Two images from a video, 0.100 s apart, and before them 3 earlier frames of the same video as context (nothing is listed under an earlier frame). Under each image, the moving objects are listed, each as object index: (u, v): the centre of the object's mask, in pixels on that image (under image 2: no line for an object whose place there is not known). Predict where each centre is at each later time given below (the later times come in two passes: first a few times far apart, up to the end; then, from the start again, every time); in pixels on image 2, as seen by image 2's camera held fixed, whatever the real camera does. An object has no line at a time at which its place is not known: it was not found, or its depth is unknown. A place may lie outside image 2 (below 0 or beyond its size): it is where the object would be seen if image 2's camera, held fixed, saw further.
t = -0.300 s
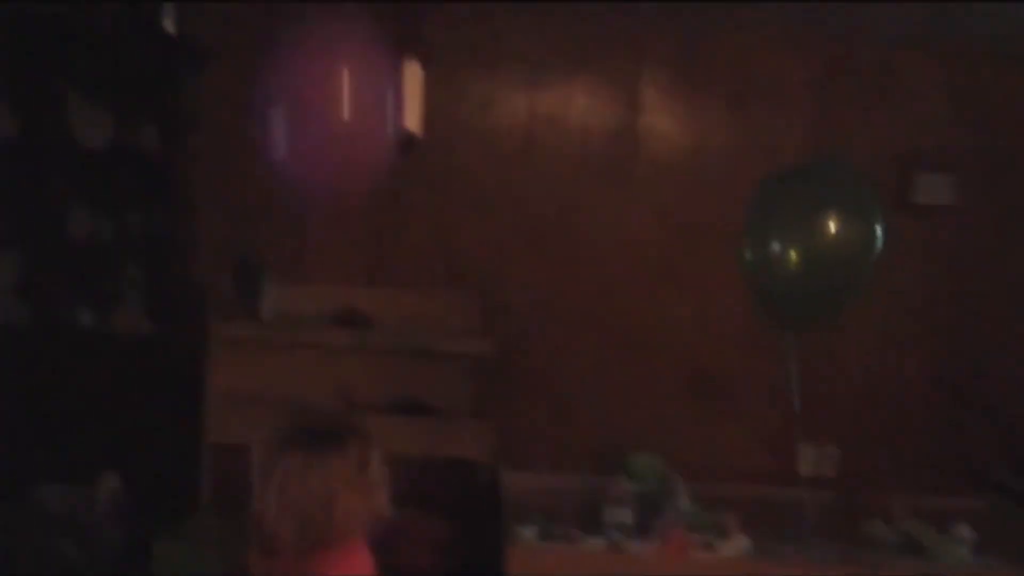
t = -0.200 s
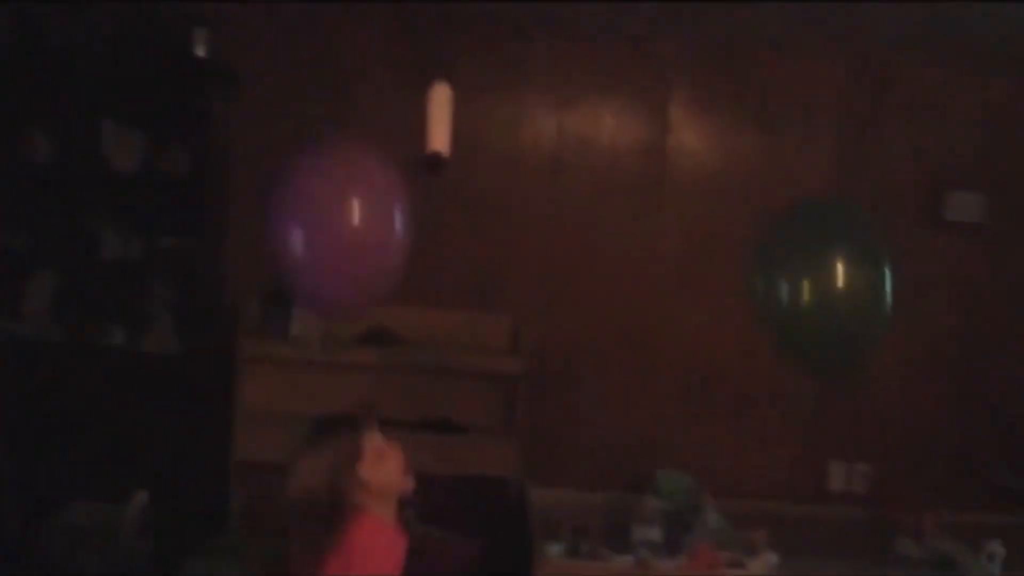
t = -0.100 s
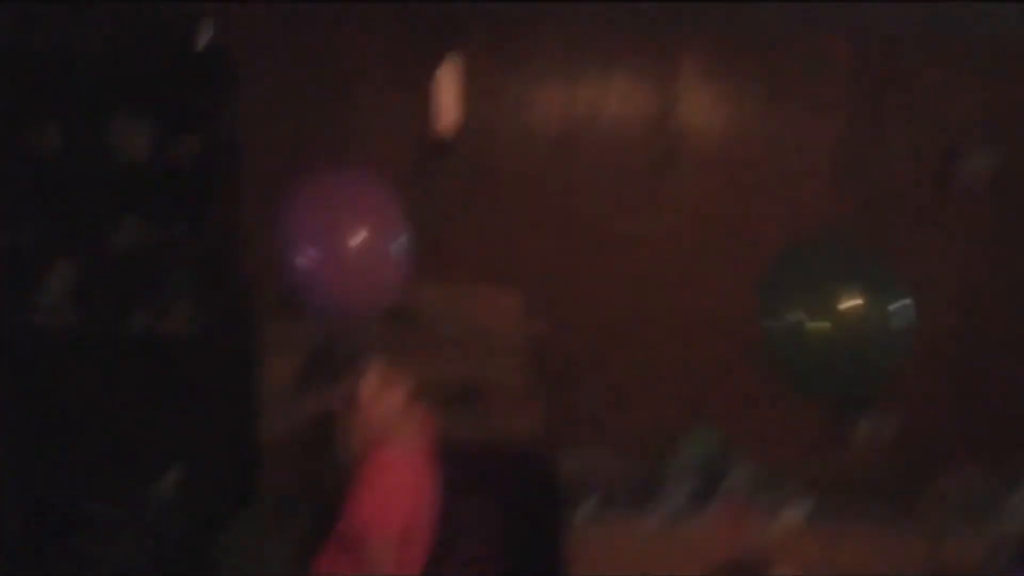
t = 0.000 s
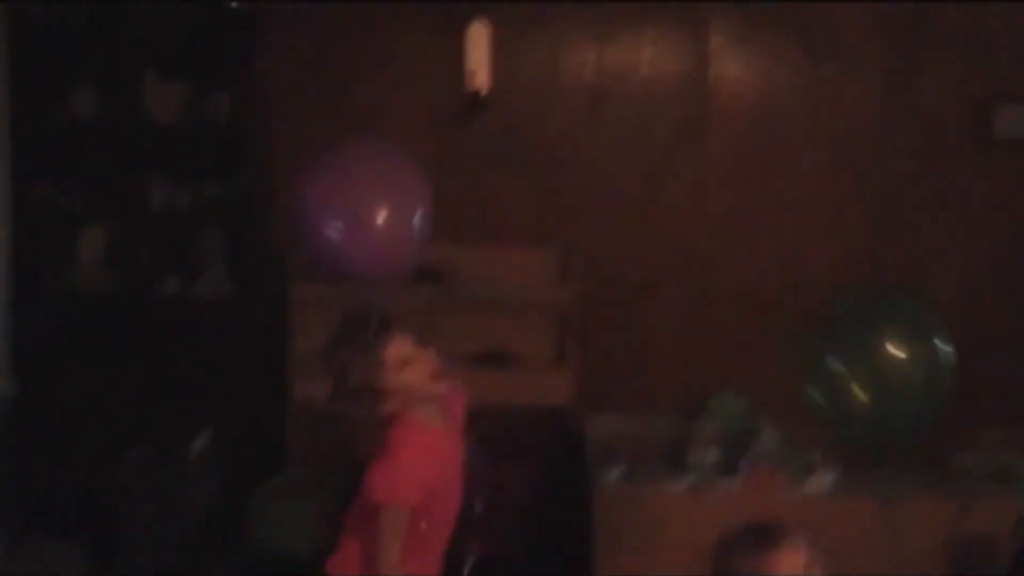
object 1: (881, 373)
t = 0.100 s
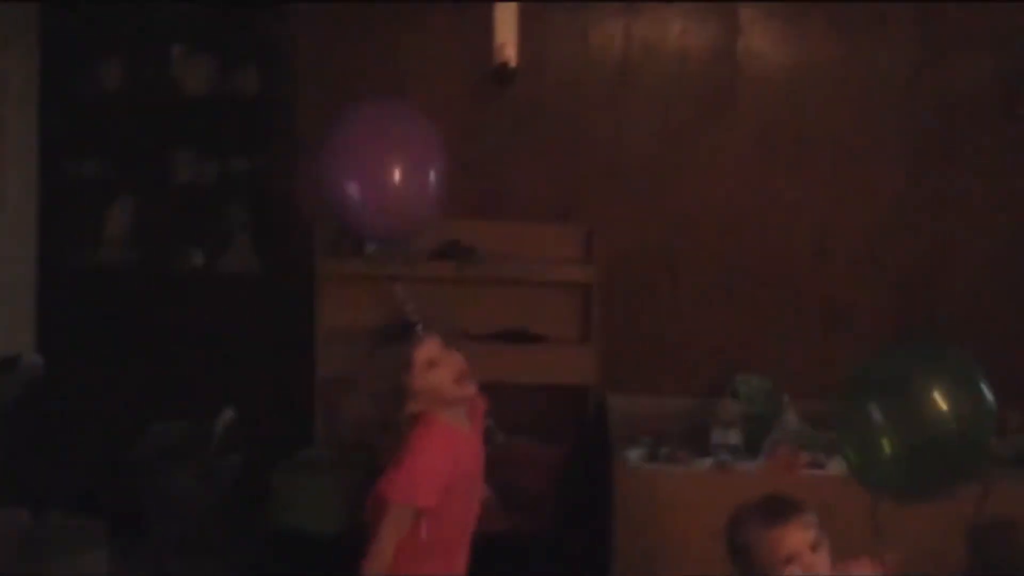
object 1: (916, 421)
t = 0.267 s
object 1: (938, 468)
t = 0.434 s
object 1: (956, 450)
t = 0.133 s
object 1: (919, 434)
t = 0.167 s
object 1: (924, 447)
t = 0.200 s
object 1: (929, 456)
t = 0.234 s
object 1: (934, 462)
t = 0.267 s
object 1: (938, 468)
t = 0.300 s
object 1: (942, 470)
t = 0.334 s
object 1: (944, 468)
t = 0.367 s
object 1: (947, 464)
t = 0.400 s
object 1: (955, 458)
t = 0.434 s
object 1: (956, 450)
